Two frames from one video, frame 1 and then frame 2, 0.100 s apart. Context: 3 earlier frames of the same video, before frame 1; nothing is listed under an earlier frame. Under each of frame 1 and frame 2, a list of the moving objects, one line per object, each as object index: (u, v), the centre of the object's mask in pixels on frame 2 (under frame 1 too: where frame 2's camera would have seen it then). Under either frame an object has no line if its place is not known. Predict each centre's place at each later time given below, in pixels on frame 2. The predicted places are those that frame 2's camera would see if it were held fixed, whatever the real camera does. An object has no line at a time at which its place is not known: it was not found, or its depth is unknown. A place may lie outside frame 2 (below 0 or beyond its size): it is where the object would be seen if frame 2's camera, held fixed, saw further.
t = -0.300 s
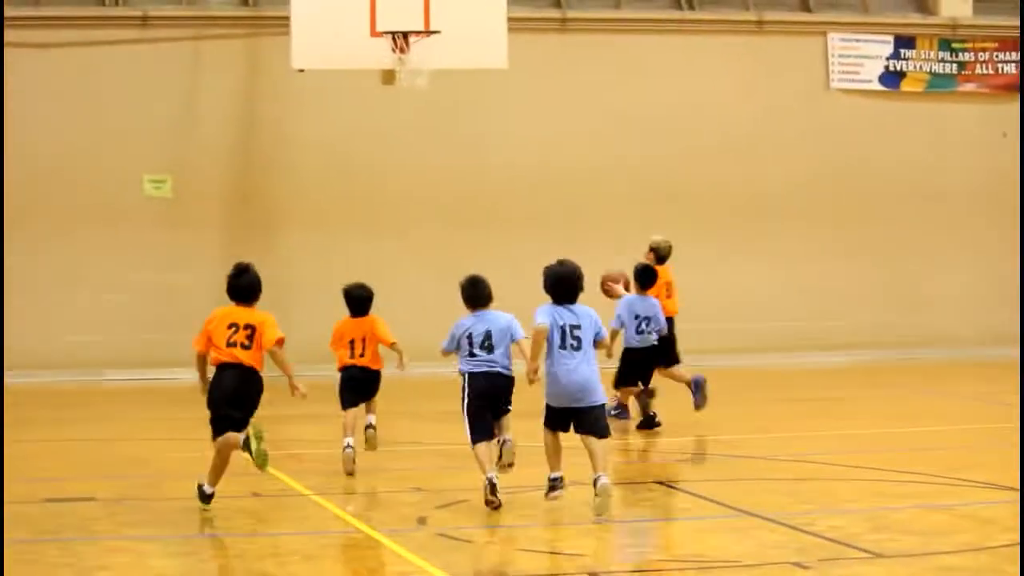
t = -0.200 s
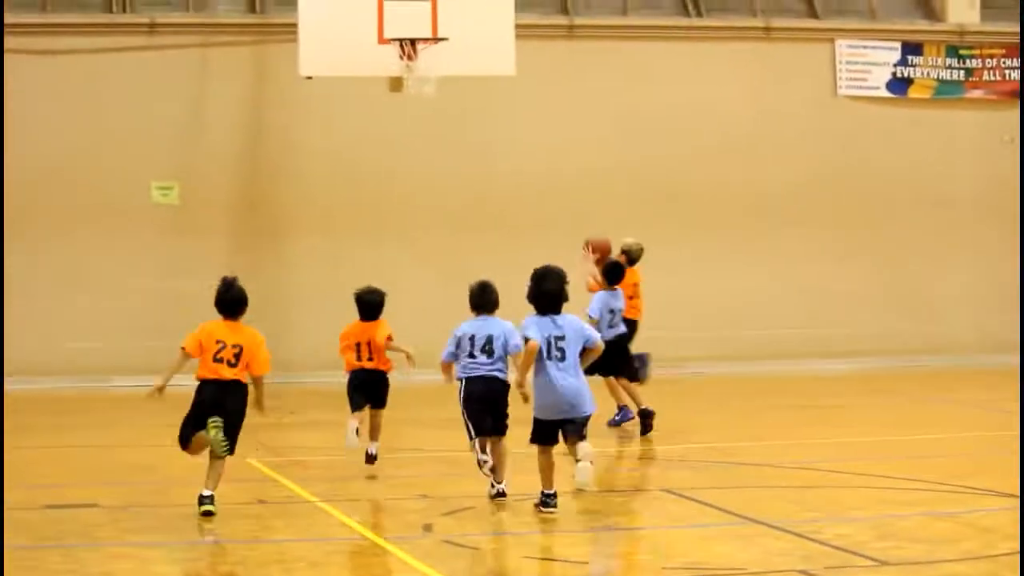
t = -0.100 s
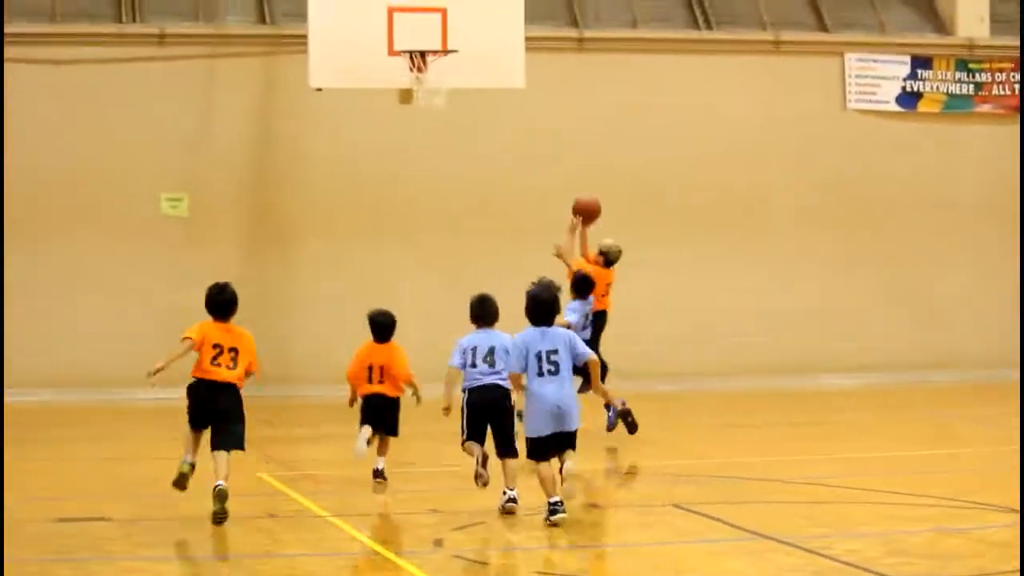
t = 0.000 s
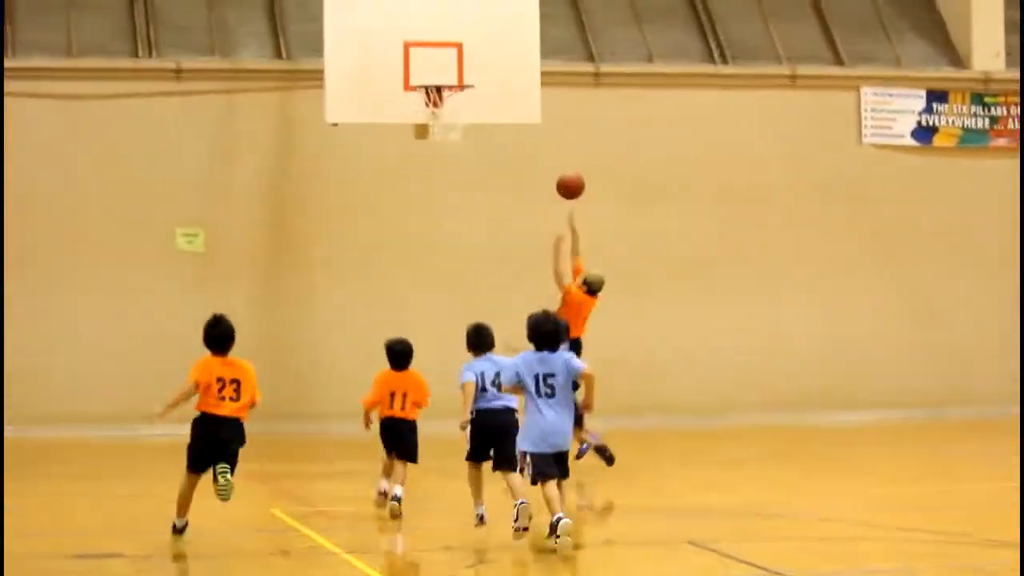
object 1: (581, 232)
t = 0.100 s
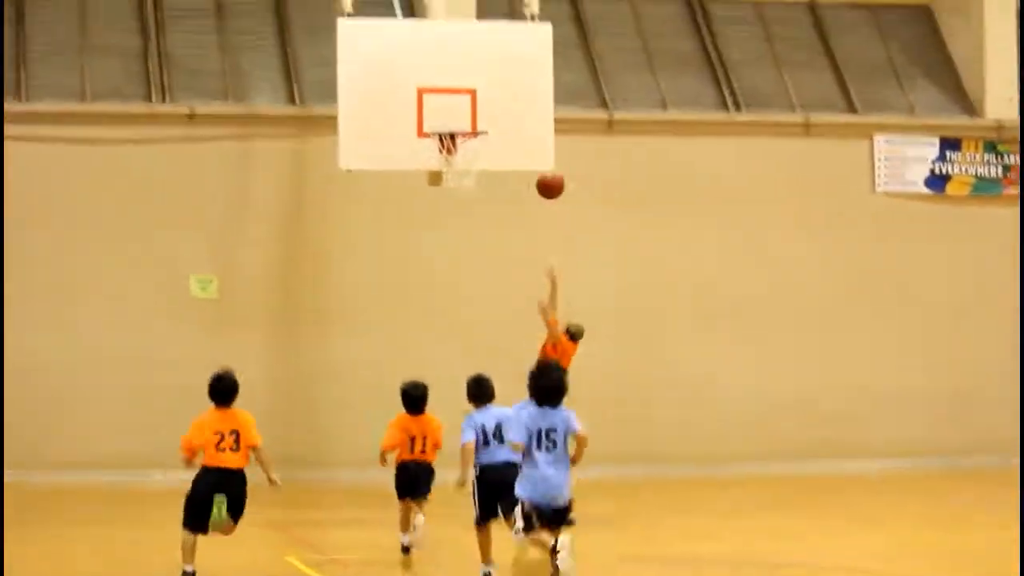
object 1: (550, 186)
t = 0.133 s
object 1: (540, 172)
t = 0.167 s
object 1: (529, 162)
